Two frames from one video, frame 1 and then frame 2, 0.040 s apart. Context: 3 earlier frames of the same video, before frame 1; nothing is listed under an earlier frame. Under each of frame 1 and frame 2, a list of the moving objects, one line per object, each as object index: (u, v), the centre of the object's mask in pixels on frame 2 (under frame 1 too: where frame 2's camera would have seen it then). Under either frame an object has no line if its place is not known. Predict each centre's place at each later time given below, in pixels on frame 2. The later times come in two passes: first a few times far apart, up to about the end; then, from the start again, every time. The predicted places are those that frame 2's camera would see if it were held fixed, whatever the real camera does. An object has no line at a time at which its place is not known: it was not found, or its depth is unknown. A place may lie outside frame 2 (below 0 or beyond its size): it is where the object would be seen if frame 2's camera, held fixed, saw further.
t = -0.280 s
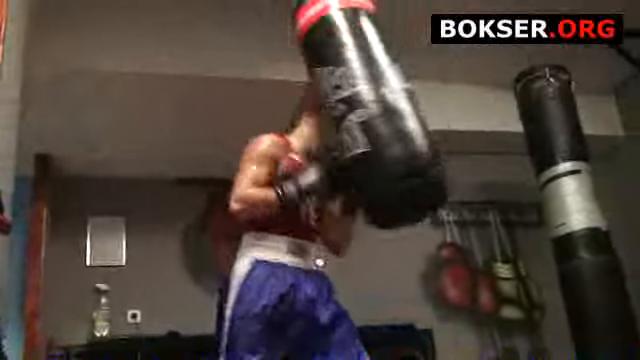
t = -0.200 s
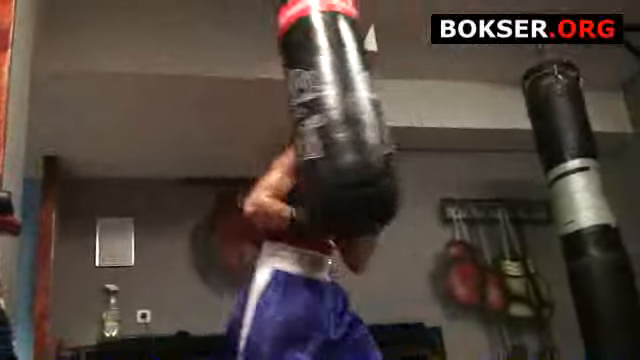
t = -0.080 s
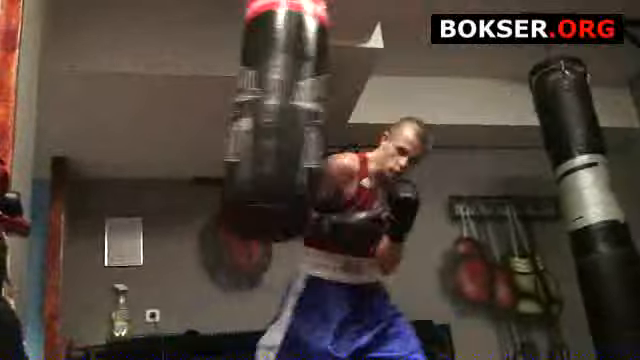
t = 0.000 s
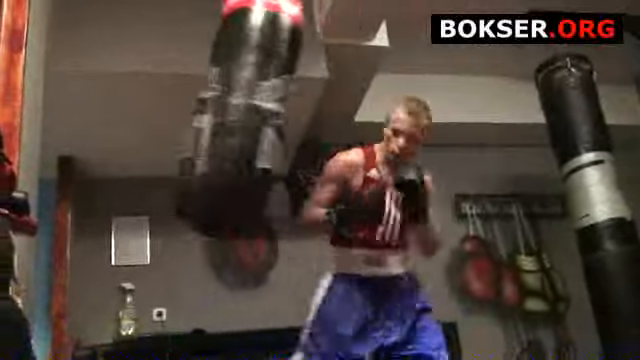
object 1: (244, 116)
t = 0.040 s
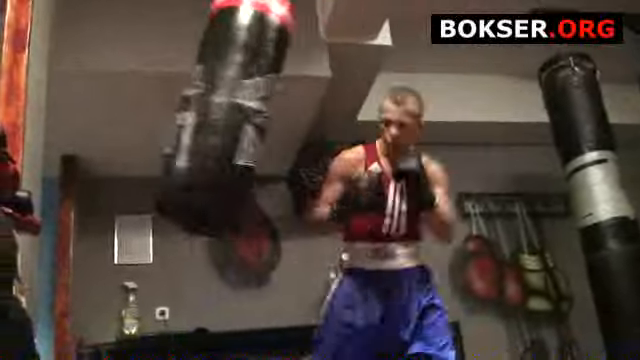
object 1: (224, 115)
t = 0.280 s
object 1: (148, 106)
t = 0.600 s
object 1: (158, 115)
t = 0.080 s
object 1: (208, 114)
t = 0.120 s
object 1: (191, 113)
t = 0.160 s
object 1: (178, 111)
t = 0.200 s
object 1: (167, 108)
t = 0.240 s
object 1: (157, 107)
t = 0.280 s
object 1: (148, 106)
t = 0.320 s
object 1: (144, 104)
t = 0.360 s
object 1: (141, 103)
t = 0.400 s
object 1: (140, 103)
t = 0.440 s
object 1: (140, 104)
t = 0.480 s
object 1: (143, 106)
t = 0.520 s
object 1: (146, 108)
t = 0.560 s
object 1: (151, 112)
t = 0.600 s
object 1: (158, 115)
